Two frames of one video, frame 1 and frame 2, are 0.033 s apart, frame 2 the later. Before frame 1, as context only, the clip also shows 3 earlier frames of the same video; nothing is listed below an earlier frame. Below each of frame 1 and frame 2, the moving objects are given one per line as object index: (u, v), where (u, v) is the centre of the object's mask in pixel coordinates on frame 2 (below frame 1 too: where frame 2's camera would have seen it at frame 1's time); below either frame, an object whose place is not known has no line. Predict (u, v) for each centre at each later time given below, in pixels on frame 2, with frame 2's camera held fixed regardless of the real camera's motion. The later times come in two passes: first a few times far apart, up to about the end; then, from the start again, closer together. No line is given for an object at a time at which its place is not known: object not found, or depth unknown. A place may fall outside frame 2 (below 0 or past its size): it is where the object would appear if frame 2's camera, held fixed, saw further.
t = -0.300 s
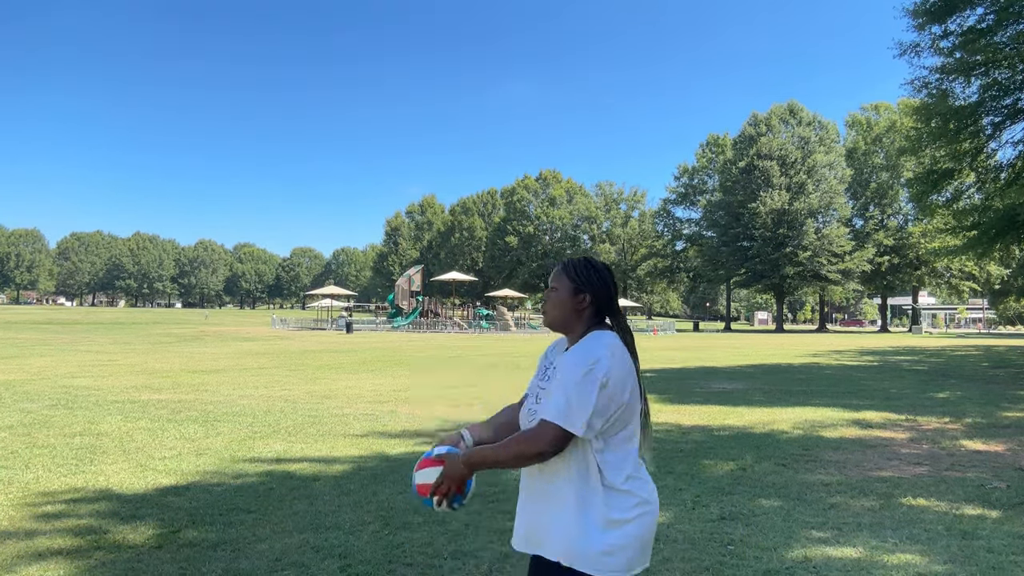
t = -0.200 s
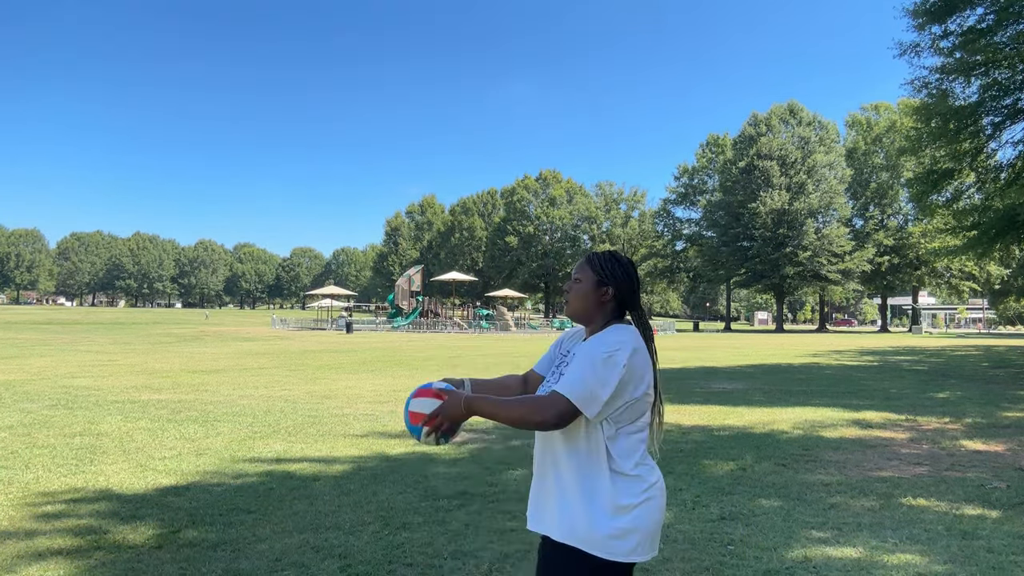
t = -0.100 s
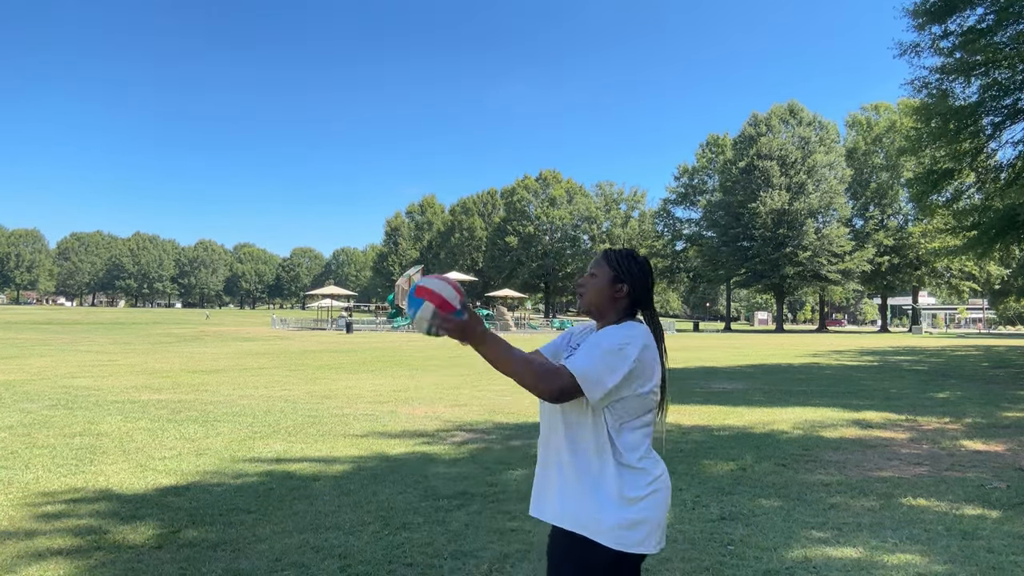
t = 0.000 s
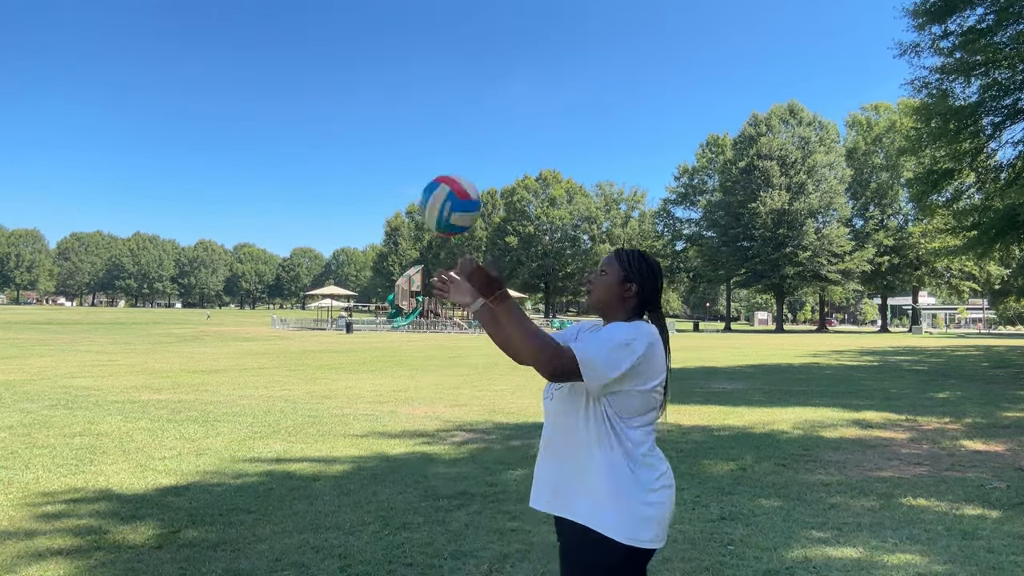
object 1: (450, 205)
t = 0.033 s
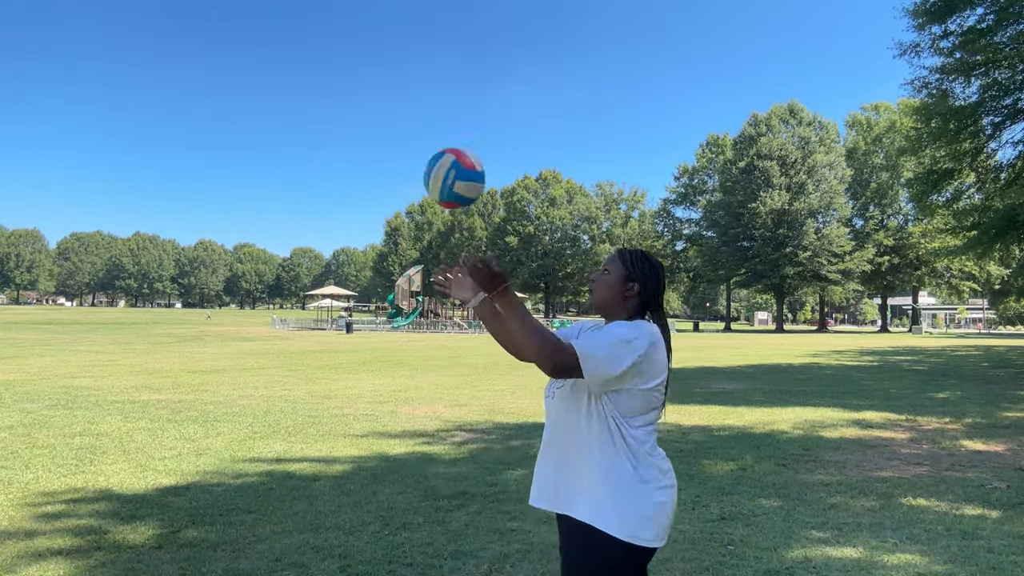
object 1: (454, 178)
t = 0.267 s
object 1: (479, 88)
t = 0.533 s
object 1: (499, 174)
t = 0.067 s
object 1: (458, 155)
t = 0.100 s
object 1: (462, 136)
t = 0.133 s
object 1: (466, 120)
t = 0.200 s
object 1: (473, 97)
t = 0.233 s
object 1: (476, 91)
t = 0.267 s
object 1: (479, 88)
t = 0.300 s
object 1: (482, 88)
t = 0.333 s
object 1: (485, 91)
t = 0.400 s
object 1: (490, 107)
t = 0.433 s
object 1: (492, 119)
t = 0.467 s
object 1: (495, 135)
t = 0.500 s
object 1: (497, 153)
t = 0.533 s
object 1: (499, 174)
